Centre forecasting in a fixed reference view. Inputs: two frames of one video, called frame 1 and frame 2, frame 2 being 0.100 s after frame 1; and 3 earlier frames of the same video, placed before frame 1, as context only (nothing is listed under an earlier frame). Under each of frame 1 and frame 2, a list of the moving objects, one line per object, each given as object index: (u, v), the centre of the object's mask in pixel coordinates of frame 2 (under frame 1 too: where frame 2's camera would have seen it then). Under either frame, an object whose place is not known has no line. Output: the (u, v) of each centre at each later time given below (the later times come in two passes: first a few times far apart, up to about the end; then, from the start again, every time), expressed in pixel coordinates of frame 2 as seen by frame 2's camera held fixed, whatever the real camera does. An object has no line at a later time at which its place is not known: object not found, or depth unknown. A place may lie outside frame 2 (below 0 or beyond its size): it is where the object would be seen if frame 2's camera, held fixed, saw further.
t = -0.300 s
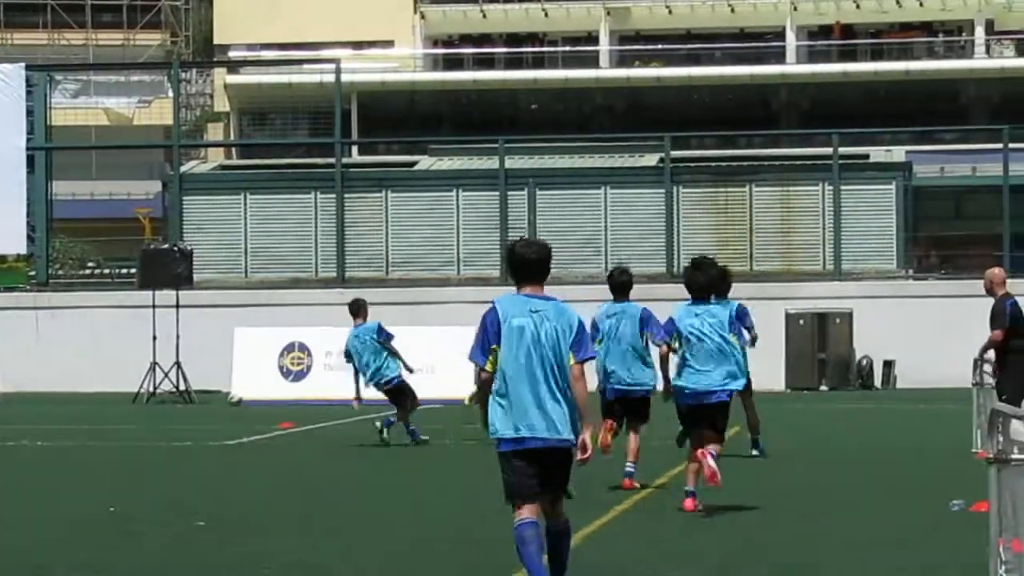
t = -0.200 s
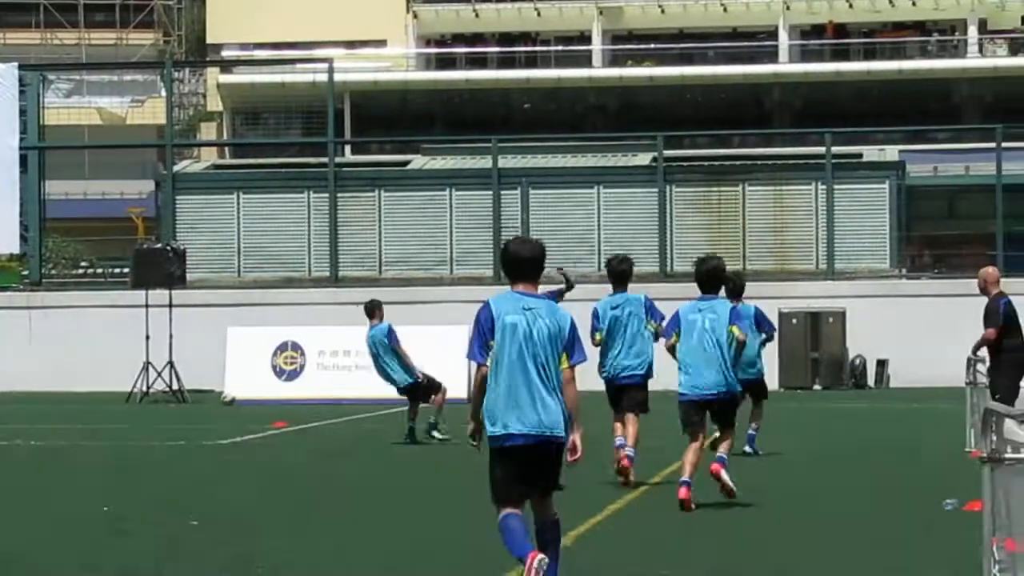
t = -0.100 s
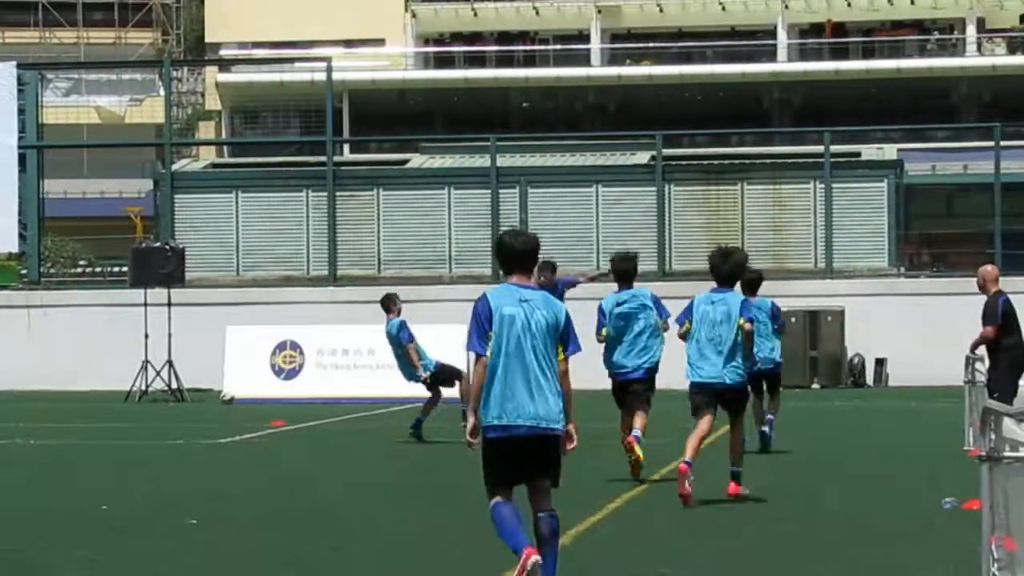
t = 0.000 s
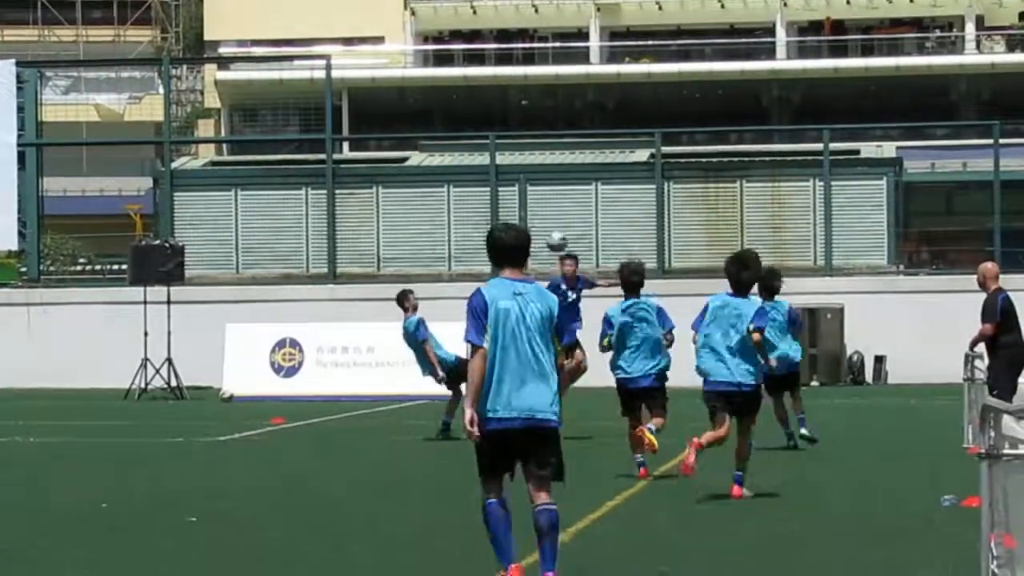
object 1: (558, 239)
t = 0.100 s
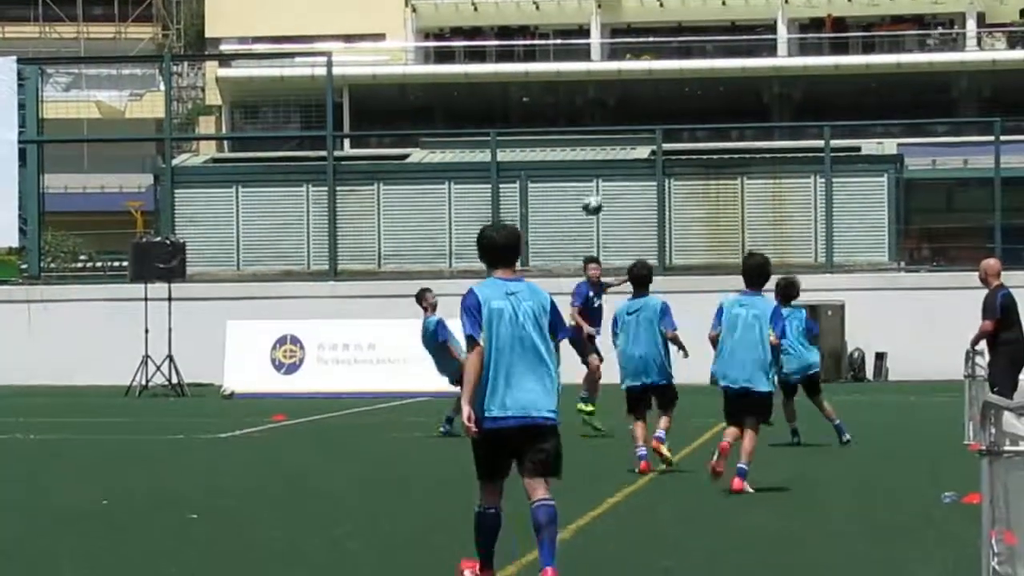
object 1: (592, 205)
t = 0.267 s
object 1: (650, 165)
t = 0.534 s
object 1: (749, 161)
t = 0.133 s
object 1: (604, 194)
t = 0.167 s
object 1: (614, 185)
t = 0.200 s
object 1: (627, 178)
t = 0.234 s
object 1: (638, 173)
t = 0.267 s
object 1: (650, 165)
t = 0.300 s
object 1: (662, 161)
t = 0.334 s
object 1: (674, 157)
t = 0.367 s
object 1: (686, 155)
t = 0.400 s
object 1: (699, 154)
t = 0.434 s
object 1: (712, 156)
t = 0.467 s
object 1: (724, 157)
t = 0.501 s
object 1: (736, 159)
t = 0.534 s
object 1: (749, 161)
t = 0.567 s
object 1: (762, 167)
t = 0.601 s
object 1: (775, 176)
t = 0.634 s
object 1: (788, 183)
